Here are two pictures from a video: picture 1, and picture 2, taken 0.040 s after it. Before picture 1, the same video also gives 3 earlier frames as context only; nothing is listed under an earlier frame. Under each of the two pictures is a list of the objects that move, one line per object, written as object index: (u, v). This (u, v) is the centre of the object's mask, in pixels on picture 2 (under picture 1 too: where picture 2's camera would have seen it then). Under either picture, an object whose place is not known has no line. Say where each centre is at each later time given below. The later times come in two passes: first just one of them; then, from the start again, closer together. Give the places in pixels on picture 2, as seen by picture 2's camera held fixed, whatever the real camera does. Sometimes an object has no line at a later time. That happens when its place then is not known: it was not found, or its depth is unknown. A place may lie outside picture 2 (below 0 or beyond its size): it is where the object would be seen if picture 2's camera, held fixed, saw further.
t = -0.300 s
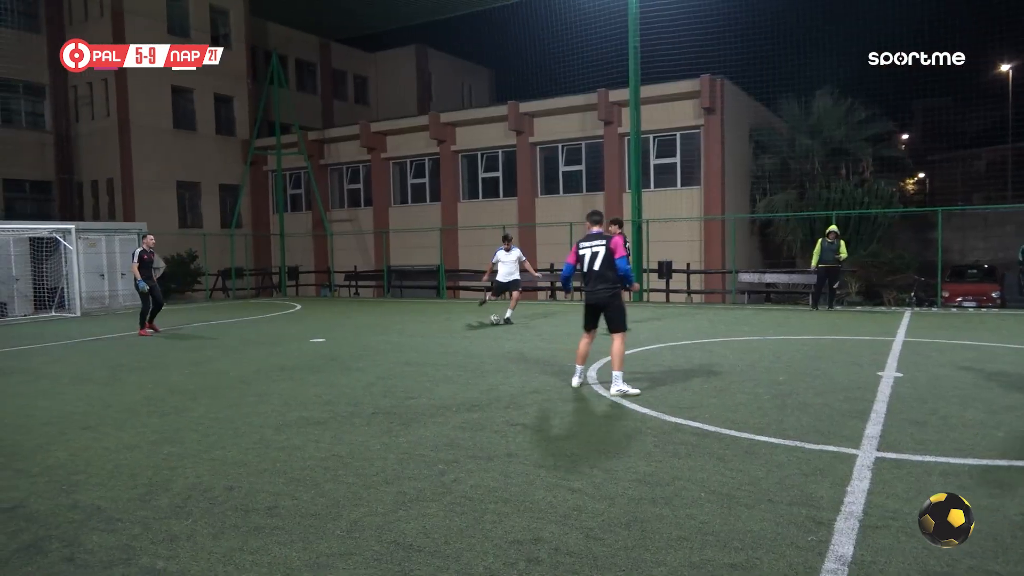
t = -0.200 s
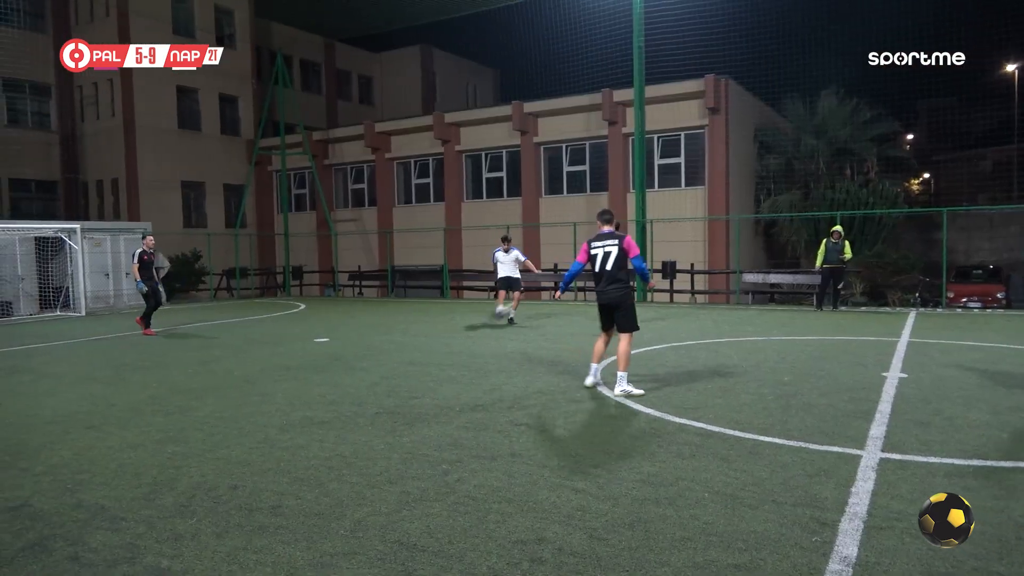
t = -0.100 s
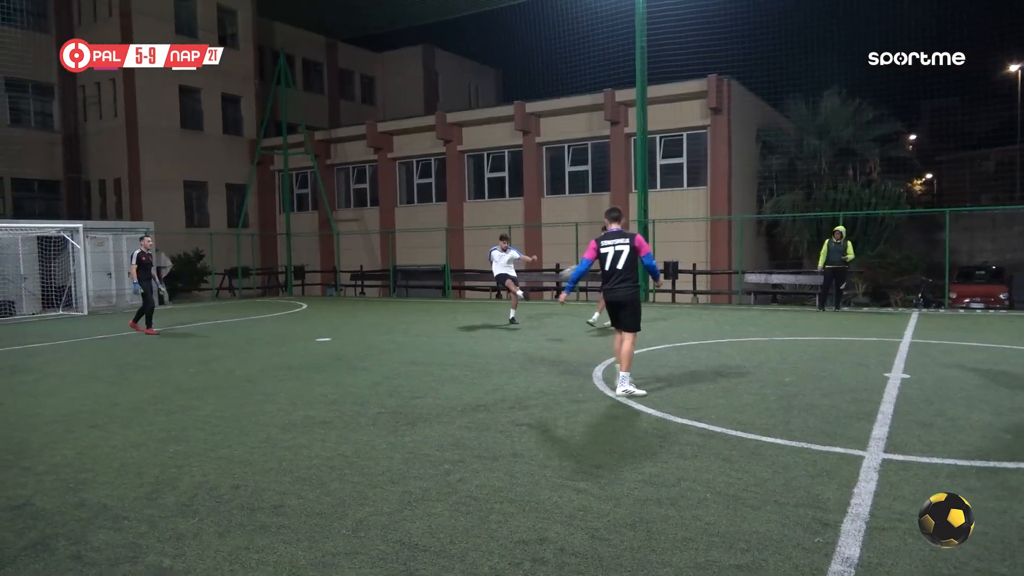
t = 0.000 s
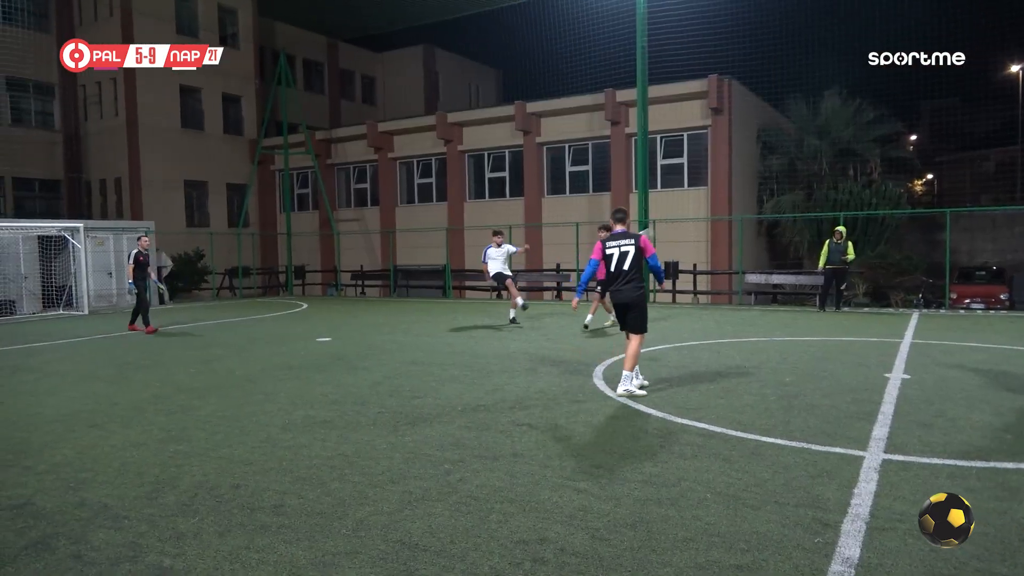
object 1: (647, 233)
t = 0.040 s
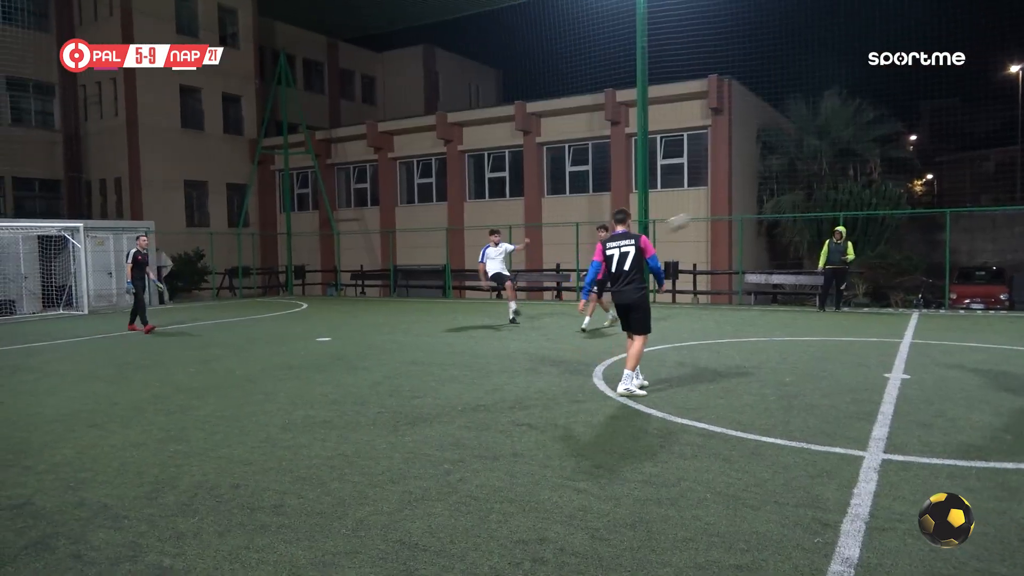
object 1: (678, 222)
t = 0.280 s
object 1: (942, 141)
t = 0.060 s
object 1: (696, 214)
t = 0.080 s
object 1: (715, 206)
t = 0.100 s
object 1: (735, 199)
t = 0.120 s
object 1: (755, 192)
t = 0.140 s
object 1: (775, 186)
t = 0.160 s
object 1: (797, 179)
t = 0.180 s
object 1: (818, 173)
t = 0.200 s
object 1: (842, 166)
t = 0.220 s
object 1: (865, 159)
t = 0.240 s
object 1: (889, 153)
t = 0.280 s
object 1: (942, 141)
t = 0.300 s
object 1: (971, 135)
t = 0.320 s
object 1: (1002, 129)
